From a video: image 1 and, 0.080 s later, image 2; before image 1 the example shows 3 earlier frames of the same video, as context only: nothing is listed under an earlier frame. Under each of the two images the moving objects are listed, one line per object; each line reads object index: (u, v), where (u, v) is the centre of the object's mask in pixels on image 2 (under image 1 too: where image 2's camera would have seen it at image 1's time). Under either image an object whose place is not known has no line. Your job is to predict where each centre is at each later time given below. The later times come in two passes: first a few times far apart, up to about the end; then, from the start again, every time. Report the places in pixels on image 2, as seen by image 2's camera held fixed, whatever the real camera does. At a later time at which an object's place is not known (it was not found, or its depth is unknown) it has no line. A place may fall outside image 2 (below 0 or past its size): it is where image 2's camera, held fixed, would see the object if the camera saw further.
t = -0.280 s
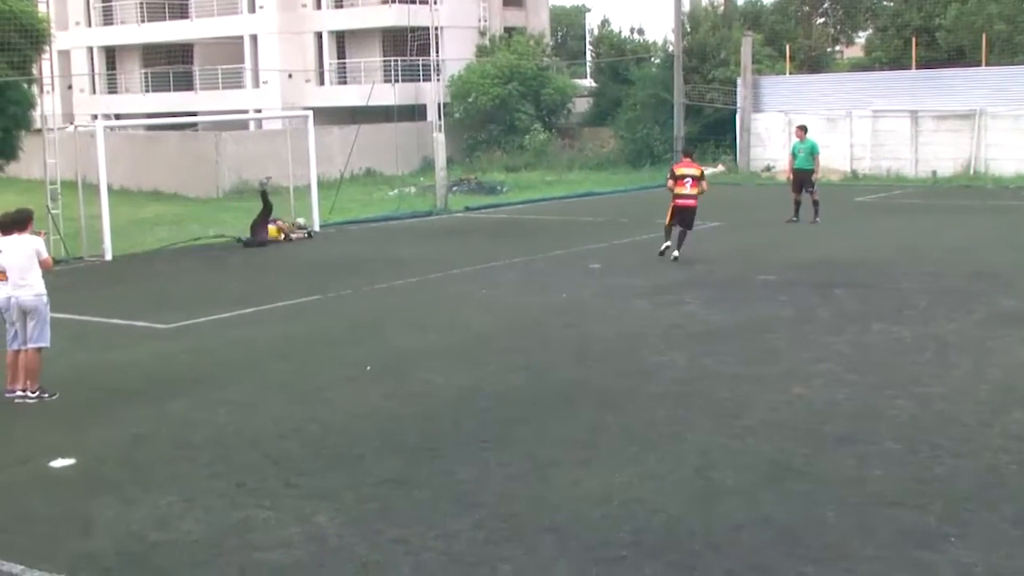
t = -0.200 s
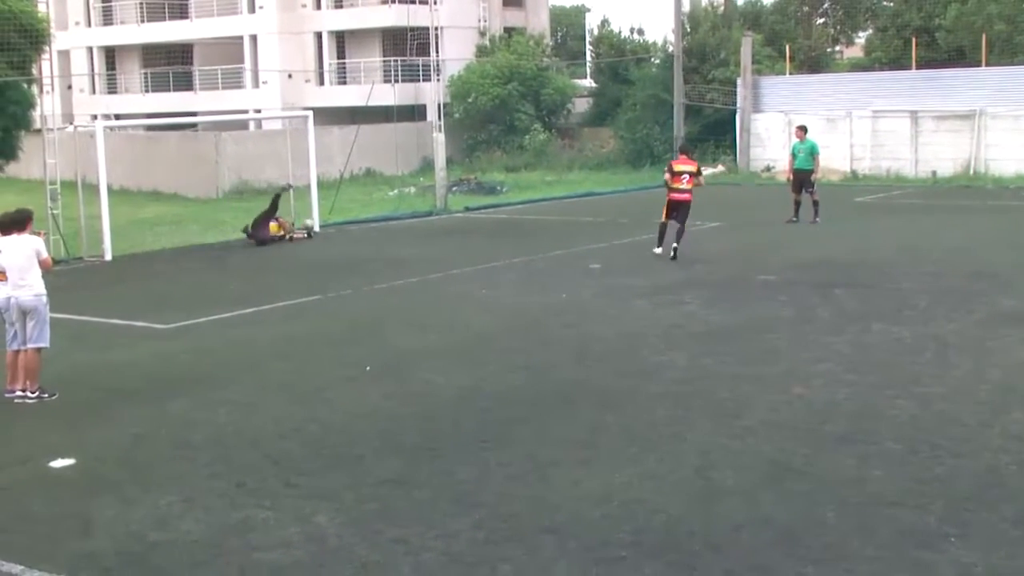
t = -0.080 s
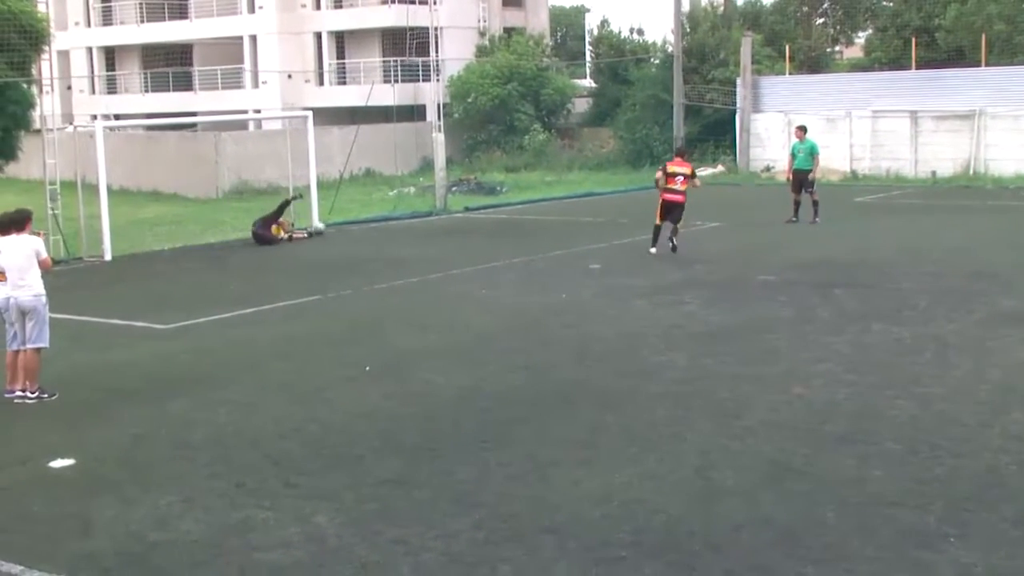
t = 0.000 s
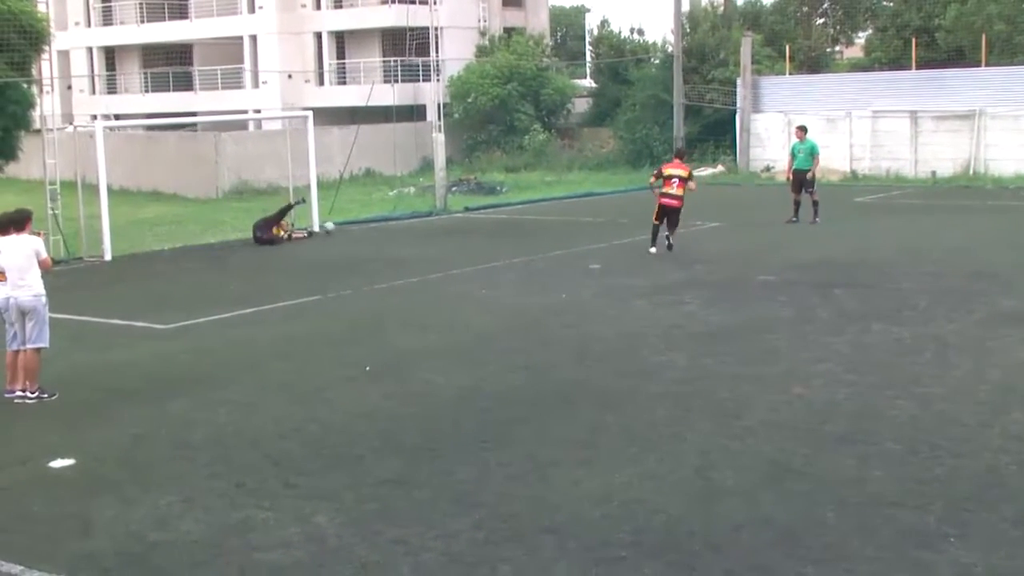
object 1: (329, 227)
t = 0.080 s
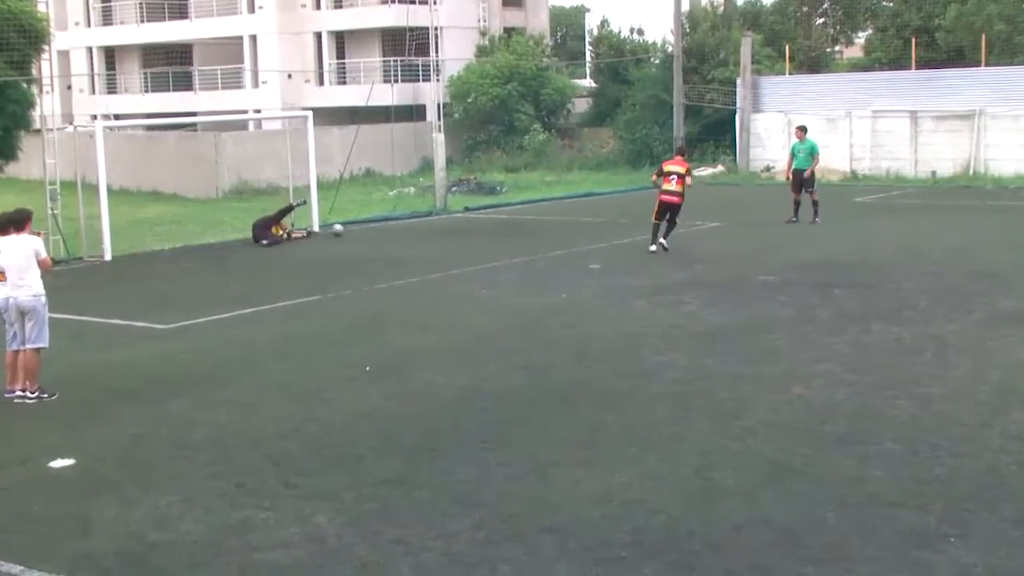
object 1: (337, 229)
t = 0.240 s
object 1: (354, 231)
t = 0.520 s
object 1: (384, 232)
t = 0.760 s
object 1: (409, 233)
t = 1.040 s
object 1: (439, 234)
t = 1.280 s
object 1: (462, 235)
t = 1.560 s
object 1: (492, 236)
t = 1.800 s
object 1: (517, 237)
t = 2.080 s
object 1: (542, 237)
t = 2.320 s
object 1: (564, 238)
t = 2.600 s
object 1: (589, 239)
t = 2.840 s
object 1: (610, 240)
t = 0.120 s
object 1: (341, 229)
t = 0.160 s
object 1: (344, 230)
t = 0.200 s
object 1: (350, 230)
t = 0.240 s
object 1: (354, 231)
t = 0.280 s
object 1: (359, 230)
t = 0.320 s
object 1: (363, 231)
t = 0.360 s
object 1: (366, 231)
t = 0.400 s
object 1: (371, 231)
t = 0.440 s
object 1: (375, 231)
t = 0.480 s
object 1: (380, 232)
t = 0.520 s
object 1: (384, 232)
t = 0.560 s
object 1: (388, 232)
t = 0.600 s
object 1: (393, 232)
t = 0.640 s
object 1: (396, 232)
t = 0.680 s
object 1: (400, 232)
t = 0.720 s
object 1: (405, 233)
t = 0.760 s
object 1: (409, 233)
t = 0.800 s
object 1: (414, 233)
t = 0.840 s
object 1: (418, 233)
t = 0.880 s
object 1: (421, 233)
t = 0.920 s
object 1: (426, 233)
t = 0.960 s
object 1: (430, 234)
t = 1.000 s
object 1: (435, 234)
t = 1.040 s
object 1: (439, 234)
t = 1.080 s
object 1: (442, 234)
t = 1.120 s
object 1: (448, 235)
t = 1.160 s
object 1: (451, 235)
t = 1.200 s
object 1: (456, 235)
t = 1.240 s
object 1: (459, 234)
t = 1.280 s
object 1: (462, 235)
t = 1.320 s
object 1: (467, 235)
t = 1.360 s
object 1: (471, 235)
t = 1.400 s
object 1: (477, 235)
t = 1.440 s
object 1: (480, 235)
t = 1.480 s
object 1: (484, 235)
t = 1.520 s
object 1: (488, 236)
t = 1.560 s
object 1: (492, 236)
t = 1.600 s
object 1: (496, 236)
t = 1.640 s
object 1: (499, 237)
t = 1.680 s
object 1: (503, 237)
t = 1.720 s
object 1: (509, 237)
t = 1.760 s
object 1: (512, 237)
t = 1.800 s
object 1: (517, 237)
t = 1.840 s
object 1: (520, 237)
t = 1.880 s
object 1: (523, 237)
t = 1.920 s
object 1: (528, 237)
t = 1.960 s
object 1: (531, 237)
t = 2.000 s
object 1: (536, 237)
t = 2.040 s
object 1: (539, 238)
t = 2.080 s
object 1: (542, 237)
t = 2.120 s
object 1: (547, 238)
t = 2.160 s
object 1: (550, 238)
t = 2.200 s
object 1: (554, 238)
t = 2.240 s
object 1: (557, 238)
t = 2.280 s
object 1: (560, 238)
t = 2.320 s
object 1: (564, 238)
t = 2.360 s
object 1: (567, 238)
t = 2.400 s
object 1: (573, 239)
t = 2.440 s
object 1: (575, 238)
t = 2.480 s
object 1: (578, 239)
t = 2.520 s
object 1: (582, 239)
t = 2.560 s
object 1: (585, 239)
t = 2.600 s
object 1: (589, 239)
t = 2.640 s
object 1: (592, 239)
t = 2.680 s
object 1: (595, 240)
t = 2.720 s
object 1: (599, 240)
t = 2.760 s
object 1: (602, 240)
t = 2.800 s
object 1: (607, 240)
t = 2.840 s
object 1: (610, 240)
